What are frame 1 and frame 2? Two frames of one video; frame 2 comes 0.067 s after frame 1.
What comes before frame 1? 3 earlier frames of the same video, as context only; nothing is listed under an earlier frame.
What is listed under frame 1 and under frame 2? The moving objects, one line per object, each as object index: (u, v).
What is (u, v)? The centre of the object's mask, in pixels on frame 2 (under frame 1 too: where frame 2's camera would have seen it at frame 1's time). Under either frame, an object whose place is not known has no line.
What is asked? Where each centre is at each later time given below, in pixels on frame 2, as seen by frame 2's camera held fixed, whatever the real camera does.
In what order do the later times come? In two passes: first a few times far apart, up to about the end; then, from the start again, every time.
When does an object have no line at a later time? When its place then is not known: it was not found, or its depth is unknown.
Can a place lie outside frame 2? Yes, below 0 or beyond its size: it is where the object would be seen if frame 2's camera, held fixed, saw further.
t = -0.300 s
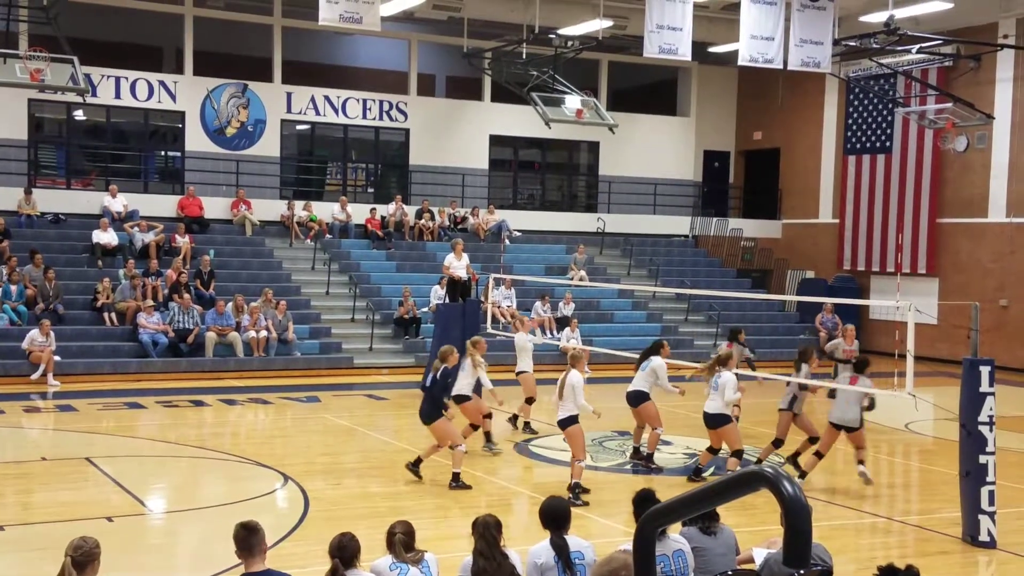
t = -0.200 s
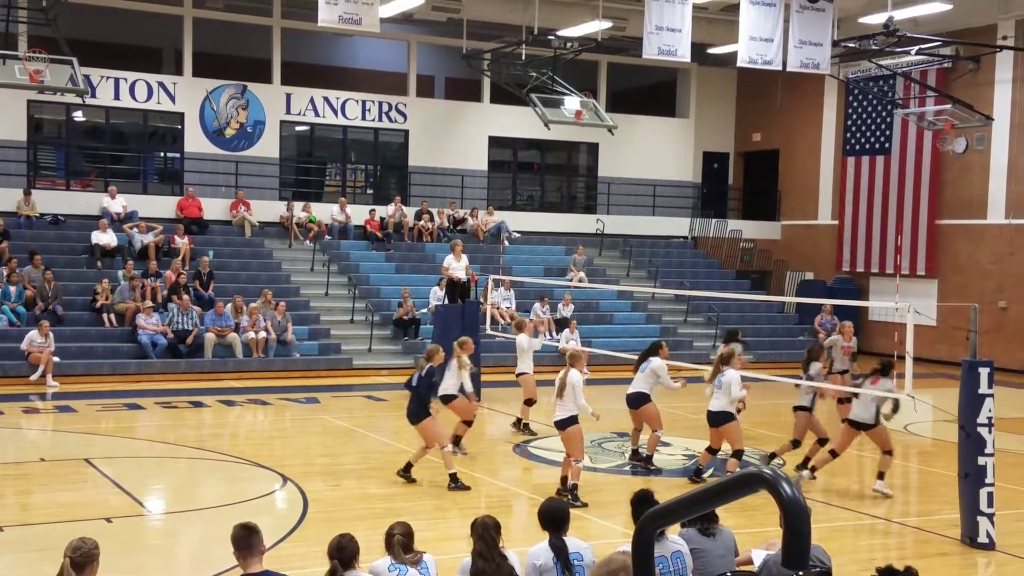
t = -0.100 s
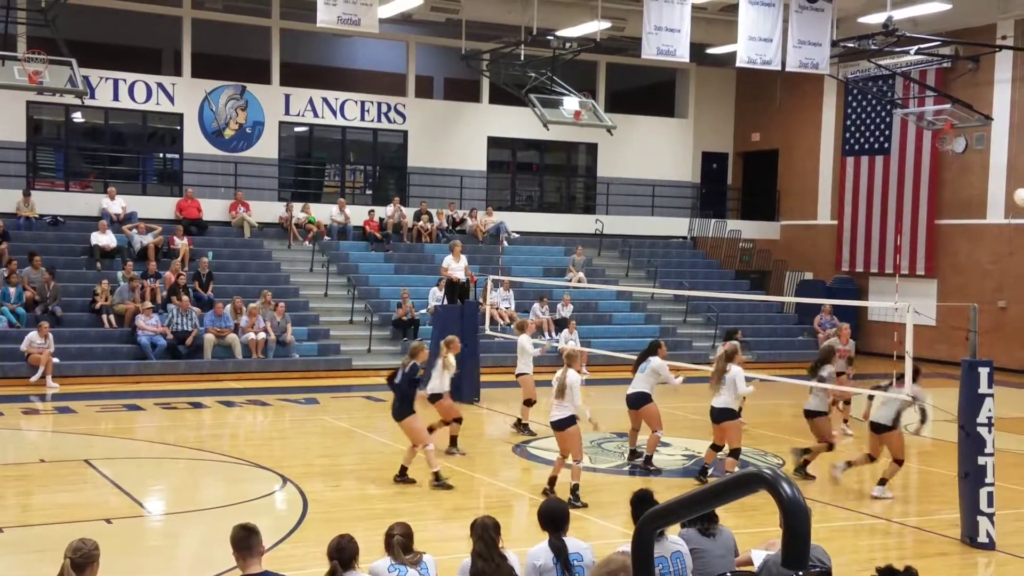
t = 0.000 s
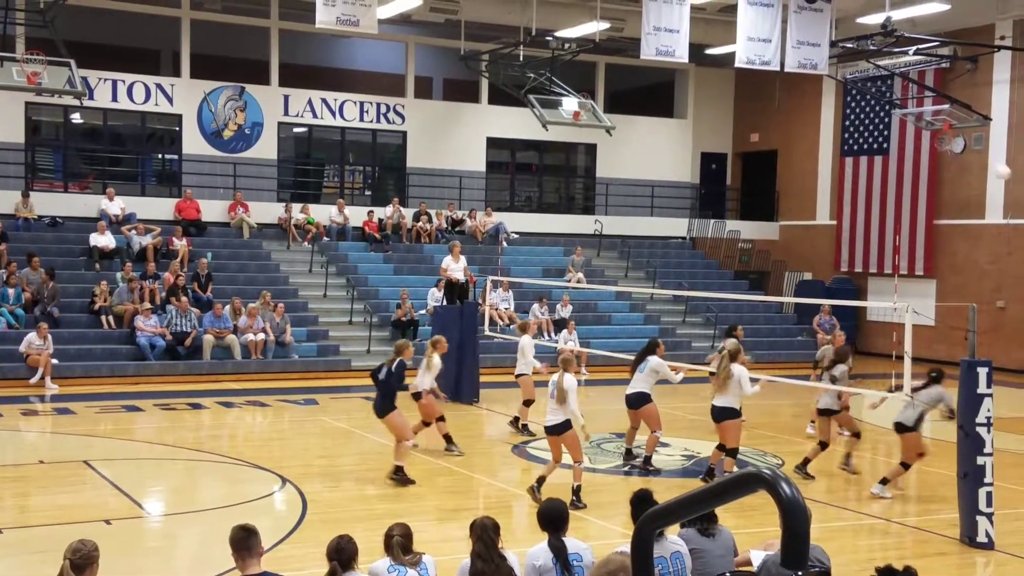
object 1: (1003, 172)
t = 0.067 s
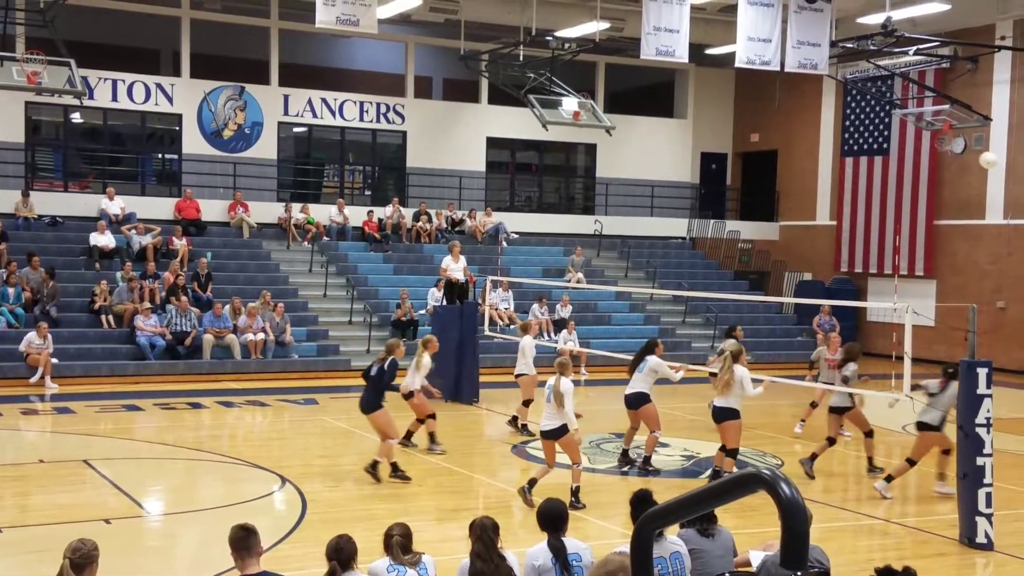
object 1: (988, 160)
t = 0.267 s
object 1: (949, 143)
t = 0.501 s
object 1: (902, 160)
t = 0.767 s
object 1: (851, 226)
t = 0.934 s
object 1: (819, 290)
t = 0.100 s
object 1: (981, 155)
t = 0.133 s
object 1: (975, 151)
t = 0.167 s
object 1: (969, 148)
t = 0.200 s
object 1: (961, 145)
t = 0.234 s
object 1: (955, 144)
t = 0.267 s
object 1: (949, 143)
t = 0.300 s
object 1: (942, 143)
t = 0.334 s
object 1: (936, 144)
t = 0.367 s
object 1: (929, 145)
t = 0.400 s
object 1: (922, 148)
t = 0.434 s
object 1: (916, 151)
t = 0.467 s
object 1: (909, 155)
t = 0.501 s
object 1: (902, 160)
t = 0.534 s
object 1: (895, 165)
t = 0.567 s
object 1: (889, 172)
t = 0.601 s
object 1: (883, 179)
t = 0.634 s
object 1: (876, 187)
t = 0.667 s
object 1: (870, 195)
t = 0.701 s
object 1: (863, 204)
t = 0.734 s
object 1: (857, 215)
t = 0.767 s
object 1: (851, 226)
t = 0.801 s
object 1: (844, 237)
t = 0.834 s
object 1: (838, 250)
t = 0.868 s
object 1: (831, 262)
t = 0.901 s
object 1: (826, 276)
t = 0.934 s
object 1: (819, 290)
